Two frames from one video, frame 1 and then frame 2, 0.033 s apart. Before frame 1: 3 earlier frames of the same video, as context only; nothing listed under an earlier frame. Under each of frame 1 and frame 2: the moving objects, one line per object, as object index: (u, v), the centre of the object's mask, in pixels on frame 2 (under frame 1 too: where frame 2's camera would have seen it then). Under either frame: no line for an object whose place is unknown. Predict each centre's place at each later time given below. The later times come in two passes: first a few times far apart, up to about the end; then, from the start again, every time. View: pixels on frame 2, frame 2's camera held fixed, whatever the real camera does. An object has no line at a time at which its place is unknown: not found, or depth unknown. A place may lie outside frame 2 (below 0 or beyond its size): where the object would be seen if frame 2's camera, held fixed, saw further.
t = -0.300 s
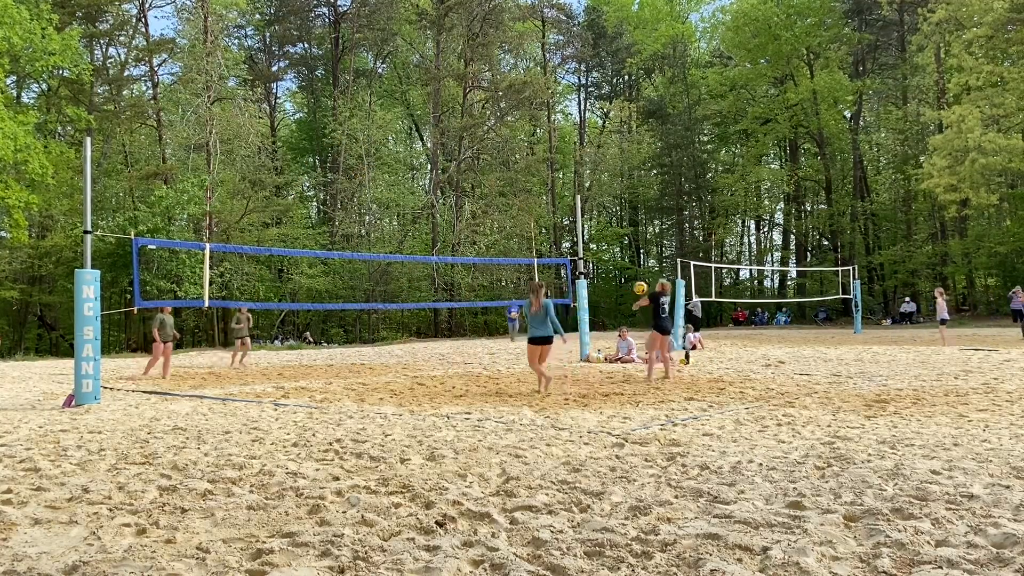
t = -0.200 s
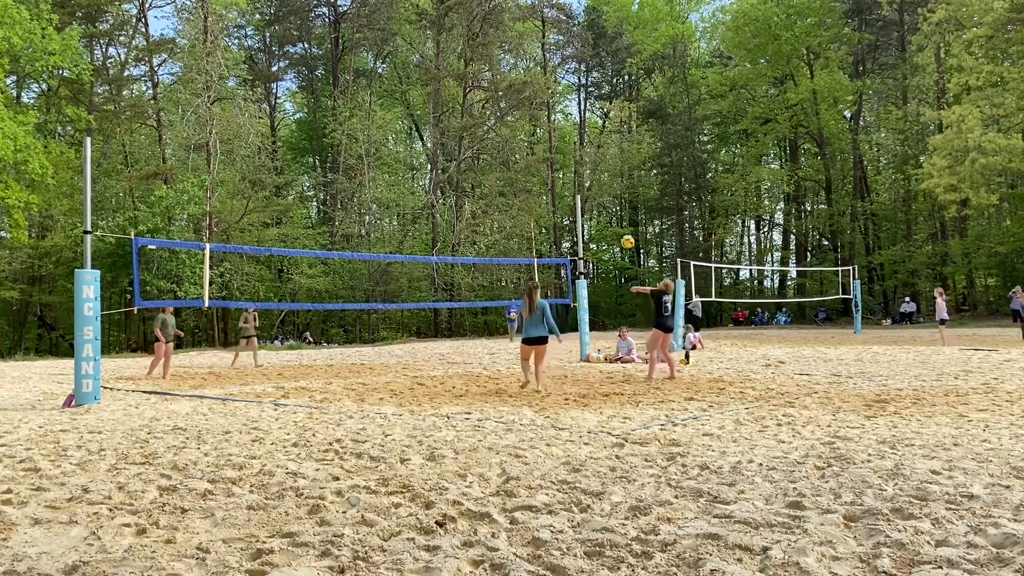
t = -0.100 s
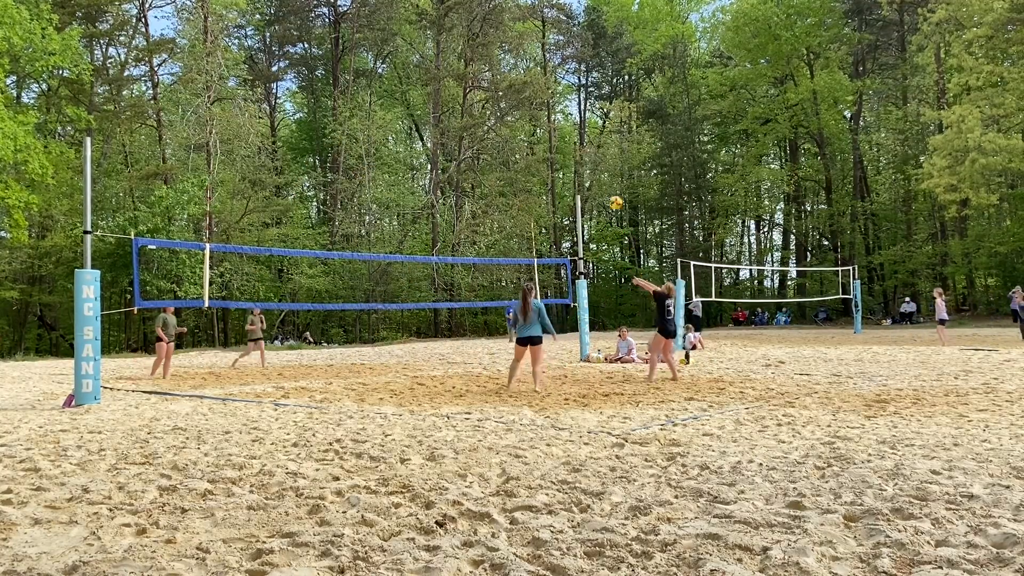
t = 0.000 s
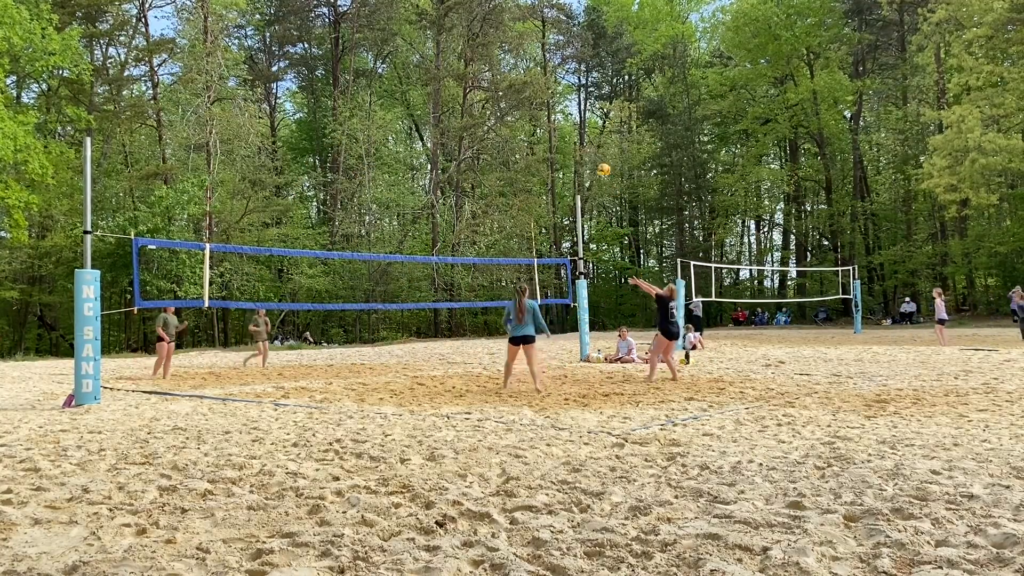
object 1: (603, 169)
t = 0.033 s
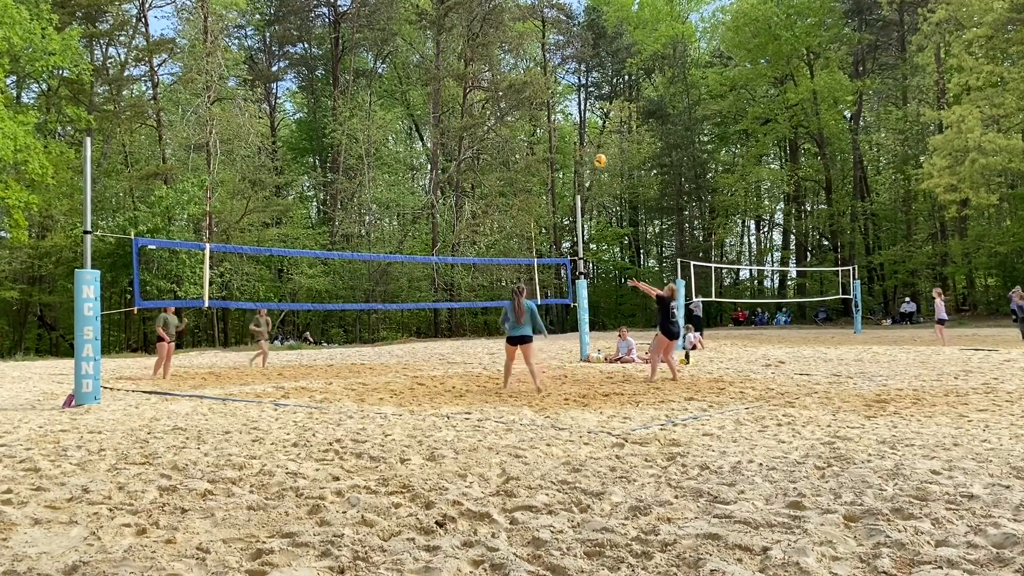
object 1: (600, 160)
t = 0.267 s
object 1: (577, 114)
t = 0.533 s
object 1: (549, 100)
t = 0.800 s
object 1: (526, 127)
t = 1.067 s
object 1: (501, 194)
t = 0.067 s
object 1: (596, 152)
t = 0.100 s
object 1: (593, 143)
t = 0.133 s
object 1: (590, 137)
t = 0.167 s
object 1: (586, 130)
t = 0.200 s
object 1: (582, 125)
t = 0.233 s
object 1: (580, 120)
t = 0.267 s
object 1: (577, 114)
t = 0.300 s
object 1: (571, 110)
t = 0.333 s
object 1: (569, 107)
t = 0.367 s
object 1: (567, 105)
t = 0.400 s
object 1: (562, 101)
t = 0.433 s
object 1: (559, 100)
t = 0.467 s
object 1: (556, 100)
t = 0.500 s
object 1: (553, 100)
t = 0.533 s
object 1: (549, 100)
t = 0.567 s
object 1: (547, 101)
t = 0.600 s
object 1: (543, 103)
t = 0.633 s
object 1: (540, 105)
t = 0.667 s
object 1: (537, 108)
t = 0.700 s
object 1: (534, 112)
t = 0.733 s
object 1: (531, 117)
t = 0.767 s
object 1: (528, 121)
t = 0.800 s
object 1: (526, 127)
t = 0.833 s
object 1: (522, 134)
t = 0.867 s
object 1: (519, 140)
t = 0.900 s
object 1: (516, 147)
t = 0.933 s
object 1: (514, 156)
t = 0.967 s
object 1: (510, 164)
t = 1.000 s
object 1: (508, 173)
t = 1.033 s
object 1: (505, 183)
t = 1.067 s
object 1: (501, 194)
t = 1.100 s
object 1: (500, 204)
